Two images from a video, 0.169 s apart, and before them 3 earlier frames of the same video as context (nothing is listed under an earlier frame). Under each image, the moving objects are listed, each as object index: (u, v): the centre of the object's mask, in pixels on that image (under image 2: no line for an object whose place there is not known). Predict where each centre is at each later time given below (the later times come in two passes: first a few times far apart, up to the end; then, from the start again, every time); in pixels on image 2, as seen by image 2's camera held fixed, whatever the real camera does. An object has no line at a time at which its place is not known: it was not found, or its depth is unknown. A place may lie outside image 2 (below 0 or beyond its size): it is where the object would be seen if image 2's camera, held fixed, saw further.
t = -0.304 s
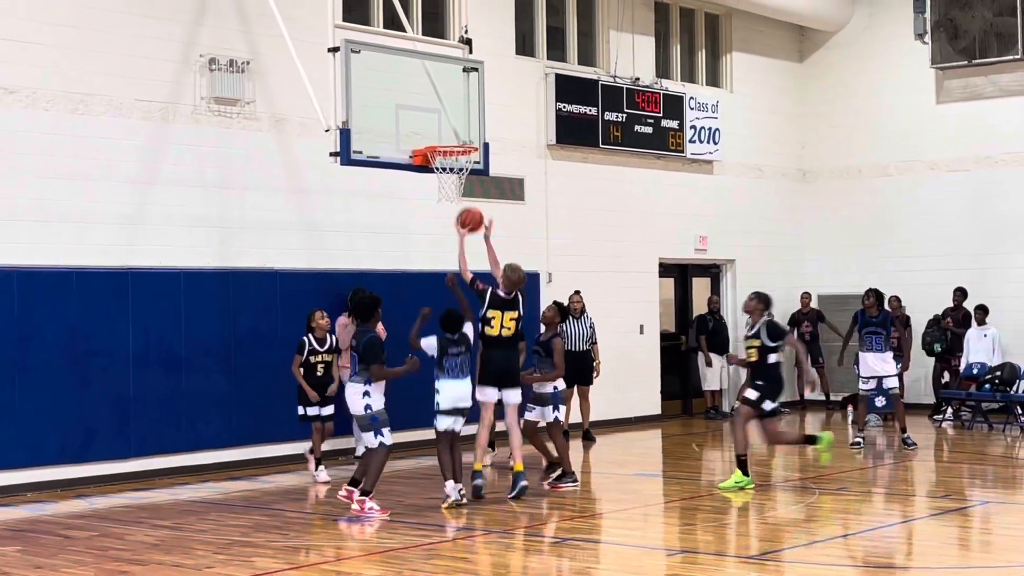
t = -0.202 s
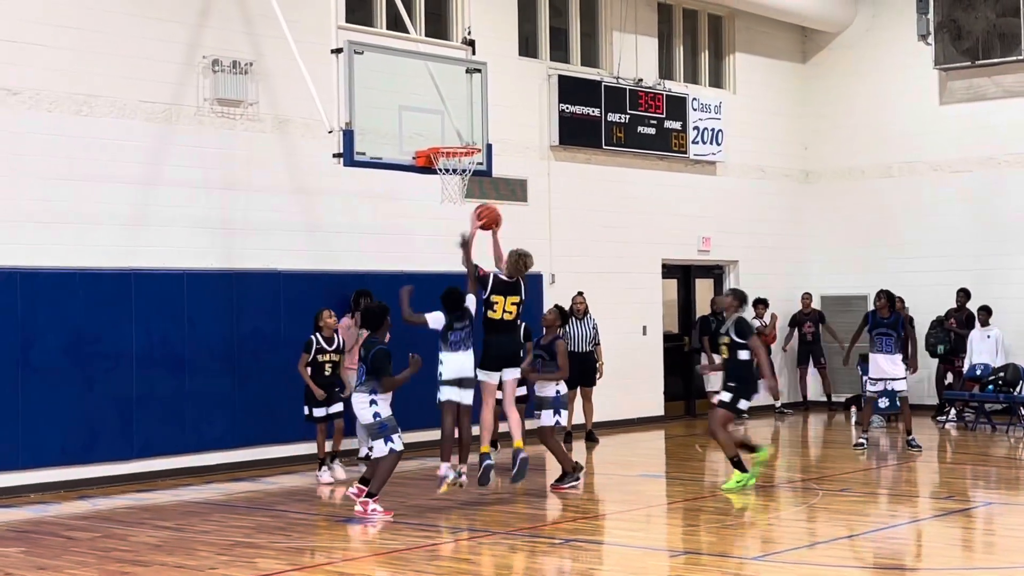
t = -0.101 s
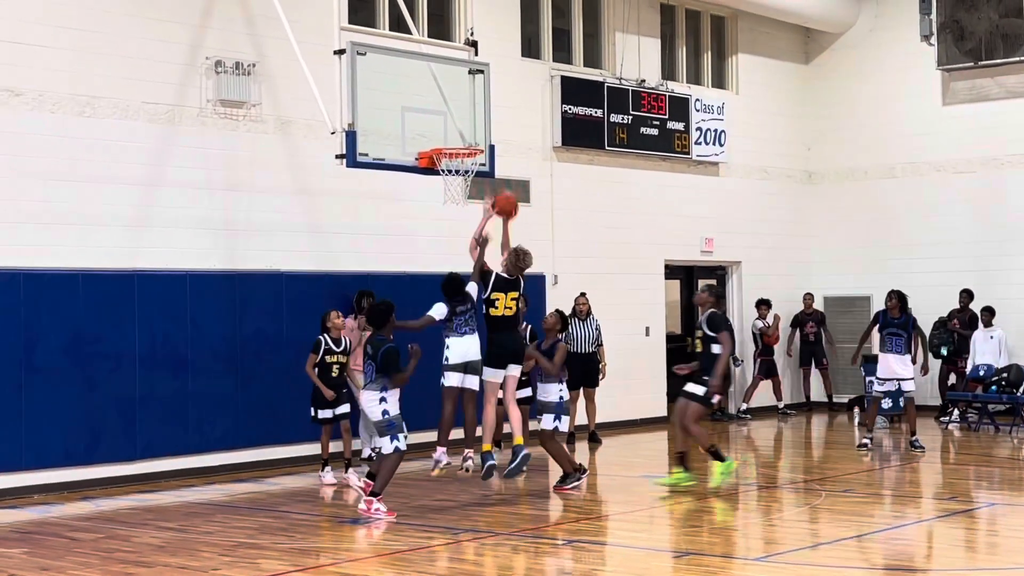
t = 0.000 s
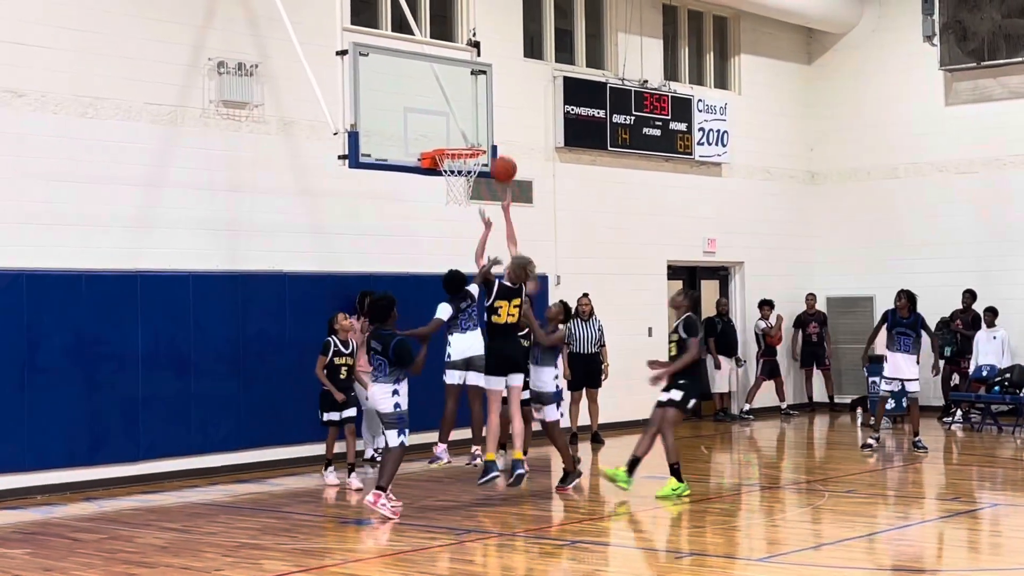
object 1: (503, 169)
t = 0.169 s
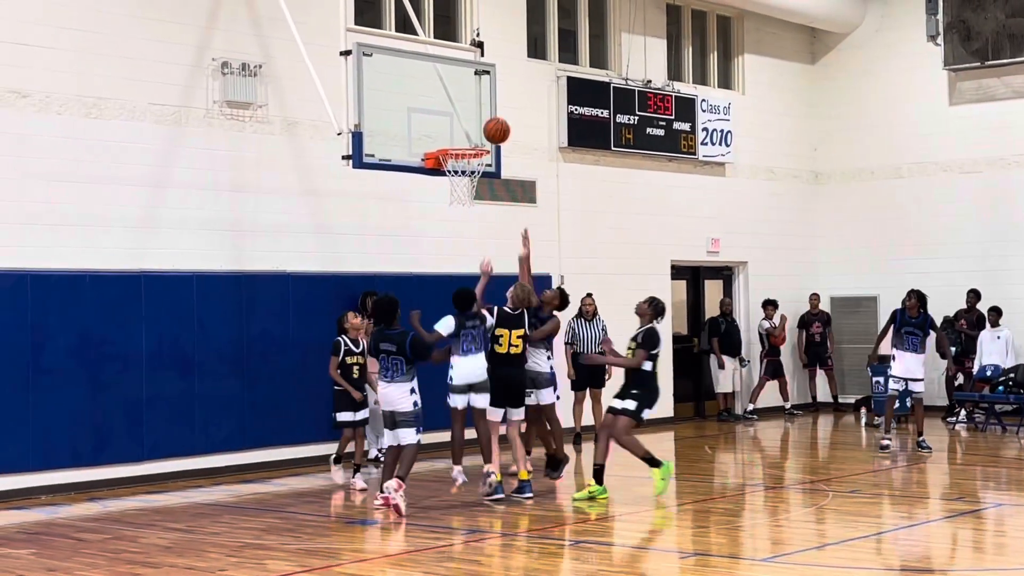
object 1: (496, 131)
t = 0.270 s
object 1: (490, 123)
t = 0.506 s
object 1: (479, 136)
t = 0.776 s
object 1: (472, 168)
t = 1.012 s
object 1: (464, 244)
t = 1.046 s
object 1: (463, 259)
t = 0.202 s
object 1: (494, 127)
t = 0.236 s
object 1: (493, 124)
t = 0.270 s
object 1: (490, 123)
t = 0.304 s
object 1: (488, 122)
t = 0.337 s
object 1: (487, 123)
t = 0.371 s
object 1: (485, 125)
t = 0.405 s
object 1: (483, 129)
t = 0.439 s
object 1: (482, 133)
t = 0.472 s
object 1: (480, 137)
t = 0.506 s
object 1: (479, 136)
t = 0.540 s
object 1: (478, 136)
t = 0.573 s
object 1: (478, 137)
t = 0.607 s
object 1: (477, 138)
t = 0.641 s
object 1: (476, 140)
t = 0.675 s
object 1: (475, 142)
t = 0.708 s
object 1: (474, 154)
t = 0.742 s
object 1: (474, 162)
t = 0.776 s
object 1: (472, 168)
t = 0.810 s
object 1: (471, 177)
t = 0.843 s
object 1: (471, 186)
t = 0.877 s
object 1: (470, 195)
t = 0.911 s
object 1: (468, 209)
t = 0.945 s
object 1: (467, 218)
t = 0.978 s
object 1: (465, 230)
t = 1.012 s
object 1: (464, 244)
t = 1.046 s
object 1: (463, 259)
